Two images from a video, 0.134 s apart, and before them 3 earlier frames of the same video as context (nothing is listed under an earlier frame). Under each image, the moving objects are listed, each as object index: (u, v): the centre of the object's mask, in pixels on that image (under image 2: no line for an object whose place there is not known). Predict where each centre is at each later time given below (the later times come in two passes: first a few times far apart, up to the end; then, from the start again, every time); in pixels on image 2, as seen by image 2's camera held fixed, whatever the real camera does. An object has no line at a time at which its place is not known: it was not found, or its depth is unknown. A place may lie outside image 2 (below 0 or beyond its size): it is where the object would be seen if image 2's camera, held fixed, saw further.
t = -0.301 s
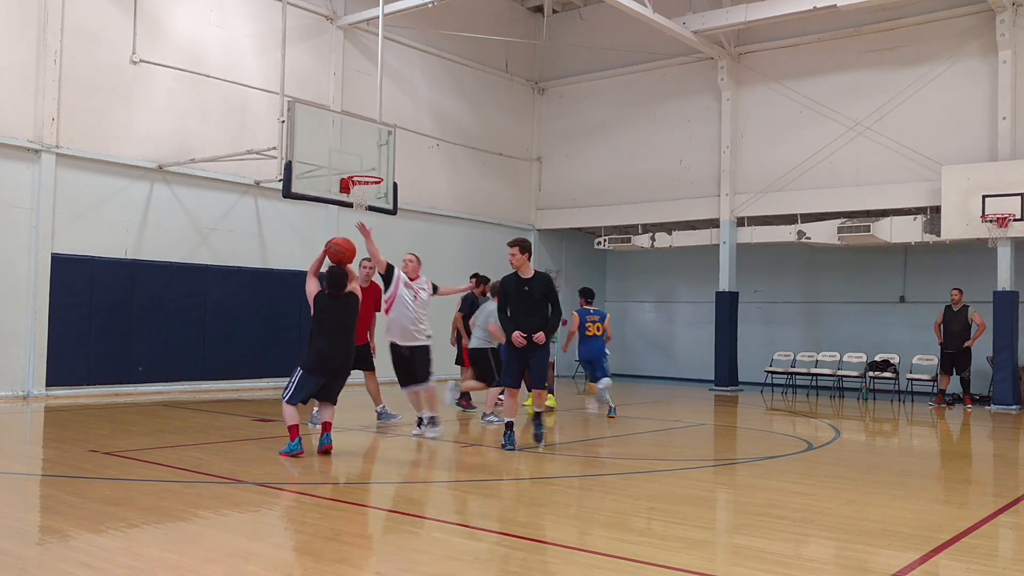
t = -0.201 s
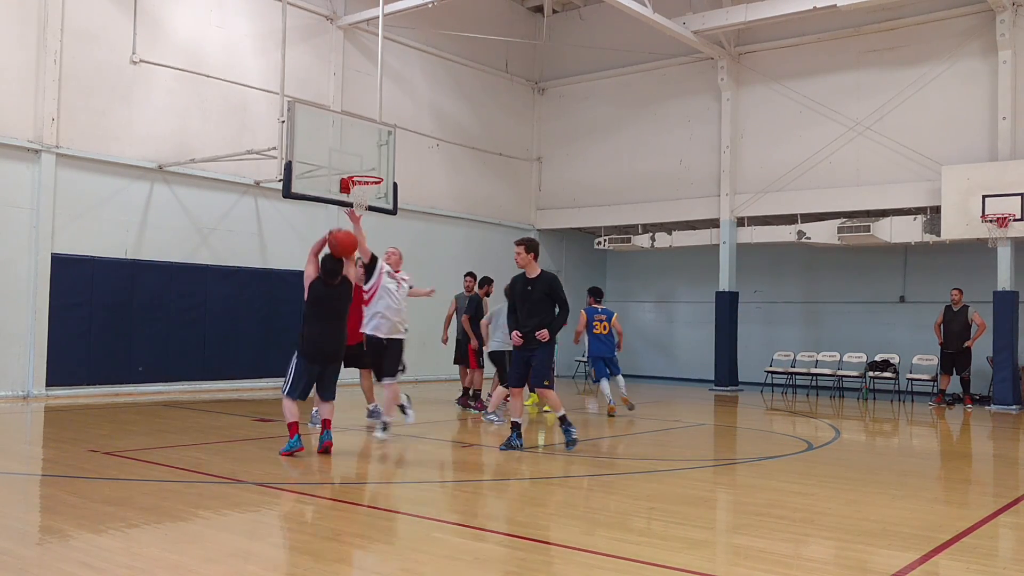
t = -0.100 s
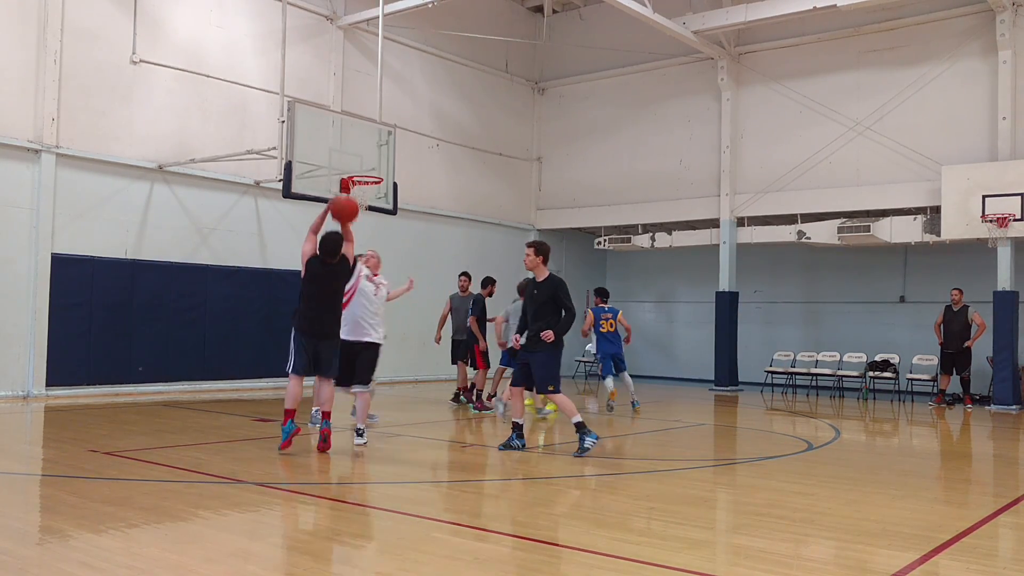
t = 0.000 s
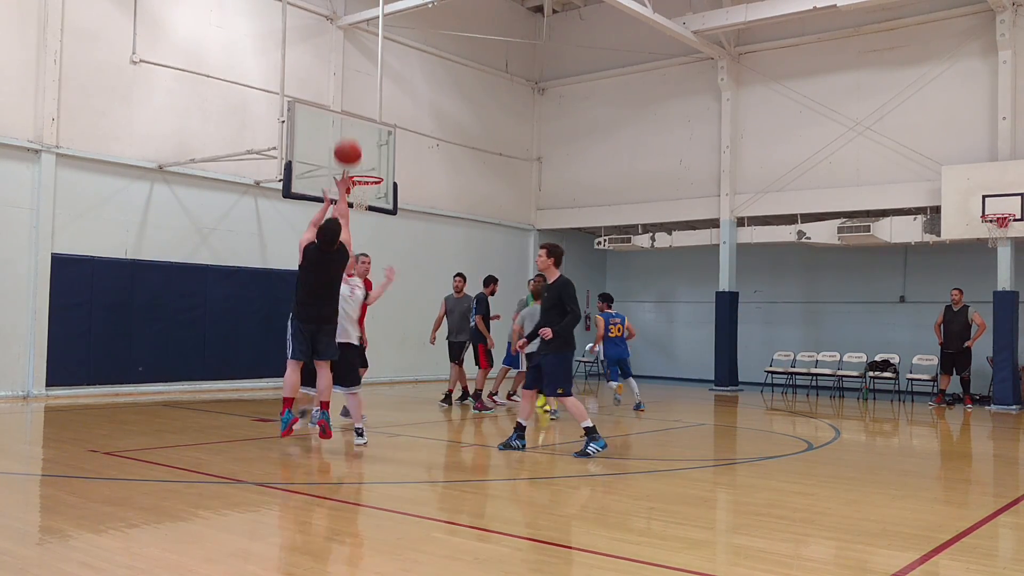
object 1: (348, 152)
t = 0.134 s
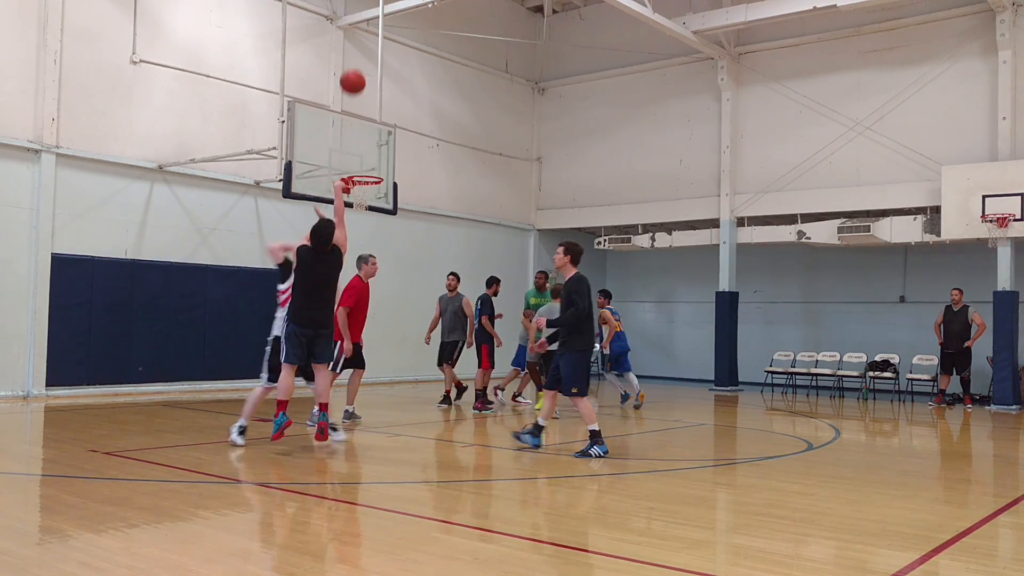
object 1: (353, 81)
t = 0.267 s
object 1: (356, 37)
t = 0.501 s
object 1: (361, 9)
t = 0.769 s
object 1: (364, 35)
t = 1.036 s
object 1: (365, 109)
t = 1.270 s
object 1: (366, 152)
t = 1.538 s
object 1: (372, 82)
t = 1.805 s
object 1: (378, 61)
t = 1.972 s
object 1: (380, 76)
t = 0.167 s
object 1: (354, 68)
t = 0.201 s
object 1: (355, 56)
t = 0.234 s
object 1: (355, 46)
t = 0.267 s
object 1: (356, 37)
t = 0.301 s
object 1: (357, 29)
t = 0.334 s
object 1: (358, 23)
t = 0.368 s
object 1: (358, 18)
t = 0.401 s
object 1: (359, 13)
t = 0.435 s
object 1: (360, 11)
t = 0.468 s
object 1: (361, 10)
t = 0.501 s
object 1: (361, 9)
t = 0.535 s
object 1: (362, 9)
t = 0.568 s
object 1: (362, 10)
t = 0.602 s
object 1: (363, 11)
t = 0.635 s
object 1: (363, 14)
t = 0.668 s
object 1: (363, 18)
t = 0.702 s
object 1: (364, 23)
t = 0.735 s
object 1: (364, 28)
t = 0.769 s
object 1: (364, 35)
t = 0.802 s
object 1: (364, 42)
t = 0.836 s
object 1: (364, 49)
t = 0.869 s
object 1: (364, 58)
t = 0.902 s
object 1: (364, 67)
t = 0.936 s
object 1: (364, 76)
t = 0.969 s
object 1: (364, 87)
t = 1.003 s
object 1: (365, 97)
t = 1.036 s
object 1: (365, 109)
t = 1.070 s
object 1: (365, 121)
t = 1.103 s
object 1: (365, 134)
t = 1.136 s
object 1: (365, 147)
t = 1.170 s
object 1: (364, 160)
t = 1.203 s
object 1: (365, 174)
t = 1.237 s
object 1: (365, 164)
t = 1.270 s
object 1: (366, 152)
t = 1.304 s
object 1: (367, 141)
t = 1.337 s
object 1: (368, 130)
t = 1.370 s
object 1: (368, 120)
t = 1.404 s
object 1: (369, 111)
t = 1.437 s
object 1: (370, 103)
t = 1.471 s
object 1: (371, 95)
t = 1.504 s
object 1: (372, 89)
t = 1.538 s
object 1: (372, 82)
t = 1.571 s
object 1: (373, 77)
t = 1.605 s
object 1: (374, 72)
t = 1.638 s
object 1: (374, 69)
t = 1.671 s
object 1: (375, 65)
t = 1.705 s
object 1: (376, 63)
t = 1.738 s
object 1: (376, 62)
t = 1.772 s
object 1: (377, 61)
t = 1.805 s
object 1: (378, 61)
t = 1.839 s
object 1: (378, 62)
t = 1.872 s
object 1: (378, 64)
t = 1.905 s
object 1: (379, 67)
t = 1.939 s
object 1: (379, 71)
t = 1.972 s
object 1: (380, 76)
